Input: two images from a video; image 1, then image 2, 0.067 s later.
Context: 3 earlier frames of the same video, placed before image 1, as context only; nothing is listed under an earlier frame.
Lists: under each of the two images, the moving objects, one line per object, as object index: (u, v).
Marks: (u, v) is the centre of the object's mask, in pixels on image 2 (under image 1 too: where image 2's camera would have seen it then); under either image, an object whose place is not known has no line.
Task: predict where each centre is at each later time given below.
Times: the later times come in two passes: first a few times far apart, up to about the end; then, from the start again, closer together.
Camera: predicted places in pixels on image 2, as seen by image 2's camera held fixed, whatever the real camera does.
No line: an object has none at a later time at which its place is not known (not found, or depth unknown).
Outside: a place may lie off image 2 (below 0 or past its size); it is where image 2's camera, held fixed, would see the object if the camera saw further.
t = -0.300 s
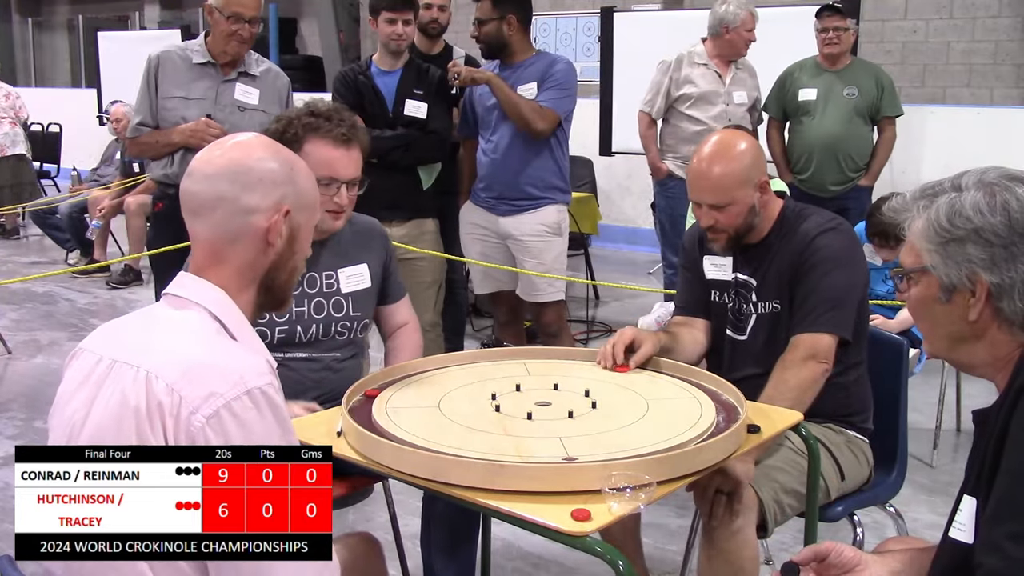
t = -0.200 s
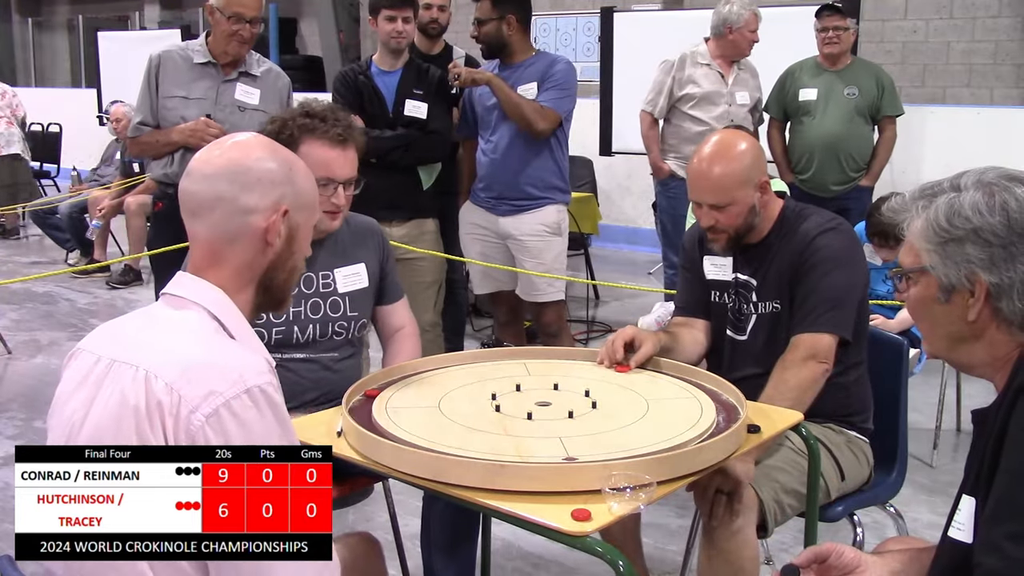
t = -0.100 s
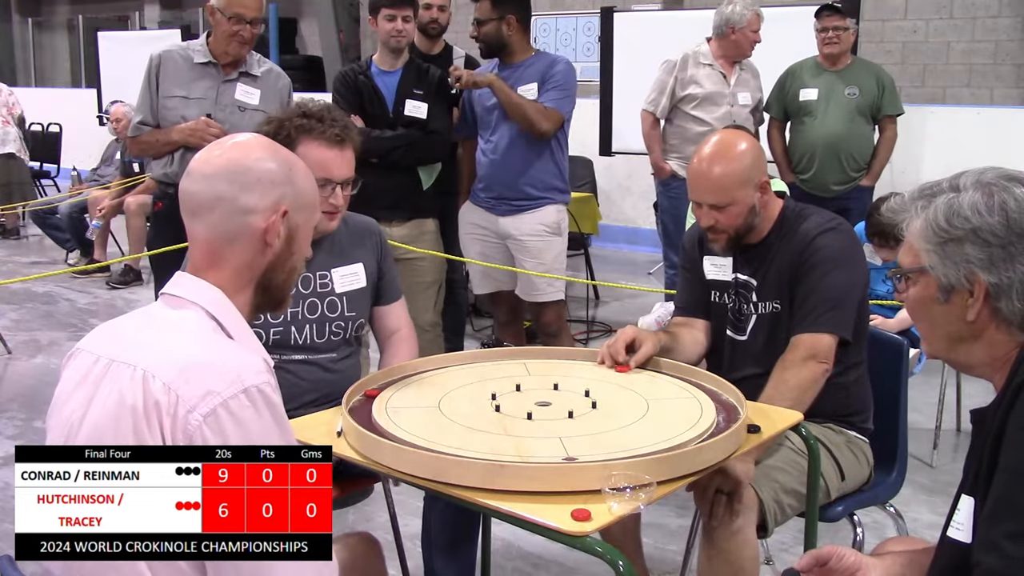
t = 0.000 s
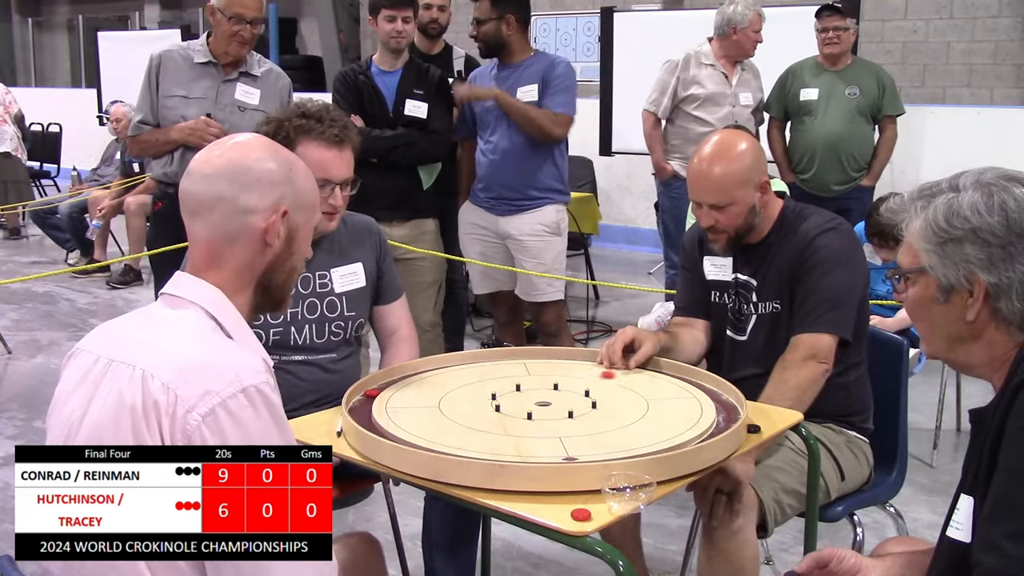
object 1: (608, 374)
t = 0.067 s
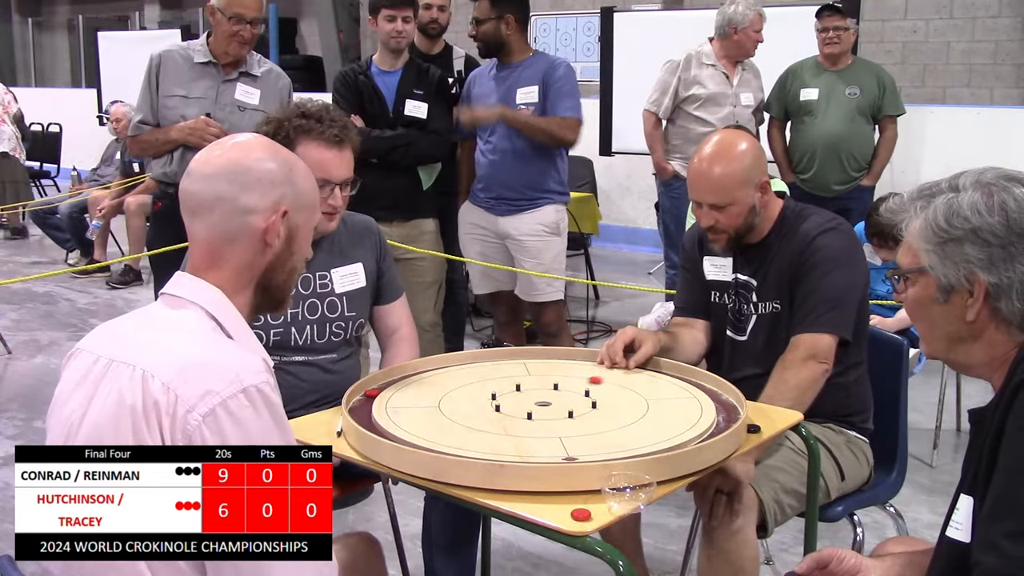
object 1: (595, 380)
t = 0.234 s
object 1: (566, 392)
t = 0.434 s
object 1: (543, 403)
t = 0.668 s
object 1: (543, 403)
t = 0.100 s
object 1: (589, 383)
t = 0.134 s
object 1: (582, 385)
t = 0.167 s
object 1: (577, 388)
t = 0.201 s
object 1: (571, 390)
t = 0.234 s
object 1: (566, 392)
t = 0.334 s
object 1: (551, 398)
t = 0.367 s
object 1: (545, 401)
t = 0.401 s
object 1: (543, 402)
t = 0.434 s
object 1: (543, 403)
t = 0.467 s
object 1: (543, 402)
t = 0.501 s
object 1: (543, 403)
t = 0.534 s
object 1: (543, 403)
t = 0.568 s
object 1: (543, 403)
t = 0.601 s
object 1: (543, 403)
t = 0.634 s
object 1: (543, 403)
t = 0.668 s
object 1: (543, 403)
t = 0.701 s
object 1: (543, 403)
